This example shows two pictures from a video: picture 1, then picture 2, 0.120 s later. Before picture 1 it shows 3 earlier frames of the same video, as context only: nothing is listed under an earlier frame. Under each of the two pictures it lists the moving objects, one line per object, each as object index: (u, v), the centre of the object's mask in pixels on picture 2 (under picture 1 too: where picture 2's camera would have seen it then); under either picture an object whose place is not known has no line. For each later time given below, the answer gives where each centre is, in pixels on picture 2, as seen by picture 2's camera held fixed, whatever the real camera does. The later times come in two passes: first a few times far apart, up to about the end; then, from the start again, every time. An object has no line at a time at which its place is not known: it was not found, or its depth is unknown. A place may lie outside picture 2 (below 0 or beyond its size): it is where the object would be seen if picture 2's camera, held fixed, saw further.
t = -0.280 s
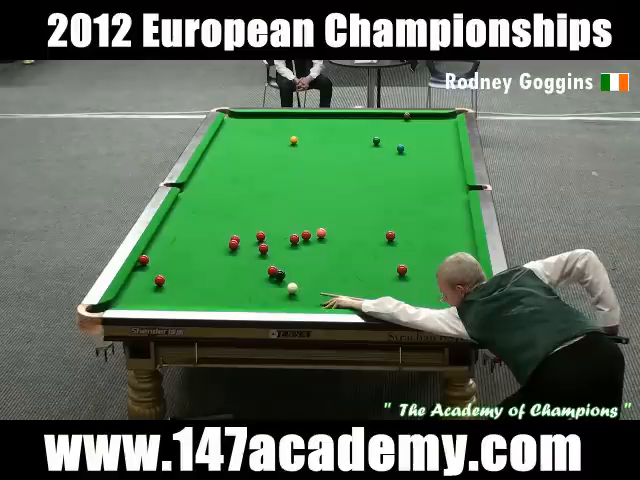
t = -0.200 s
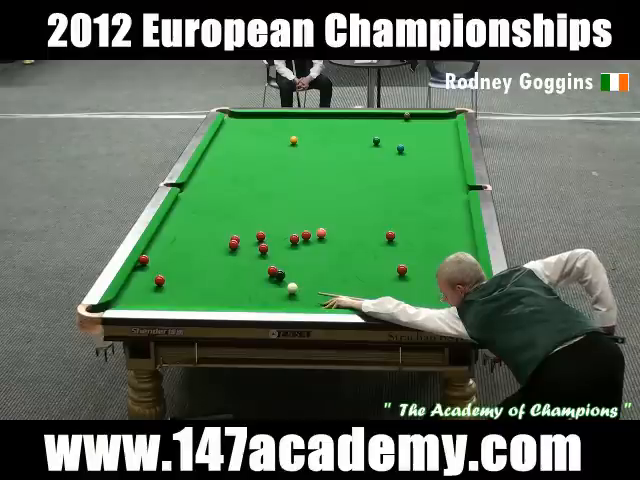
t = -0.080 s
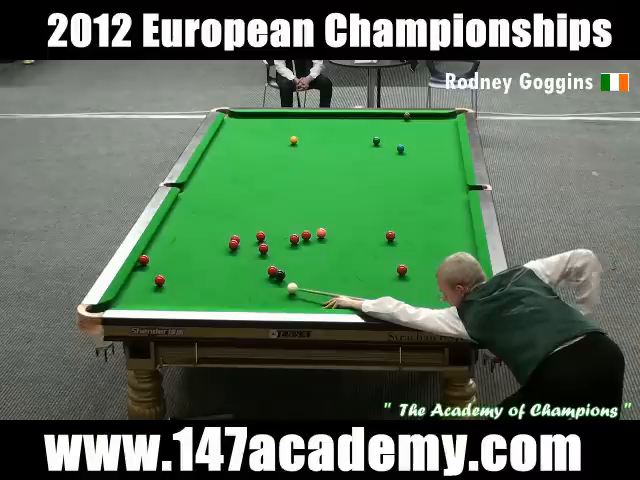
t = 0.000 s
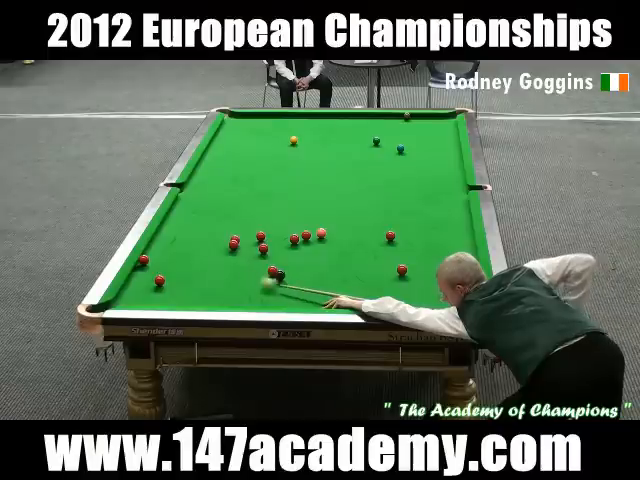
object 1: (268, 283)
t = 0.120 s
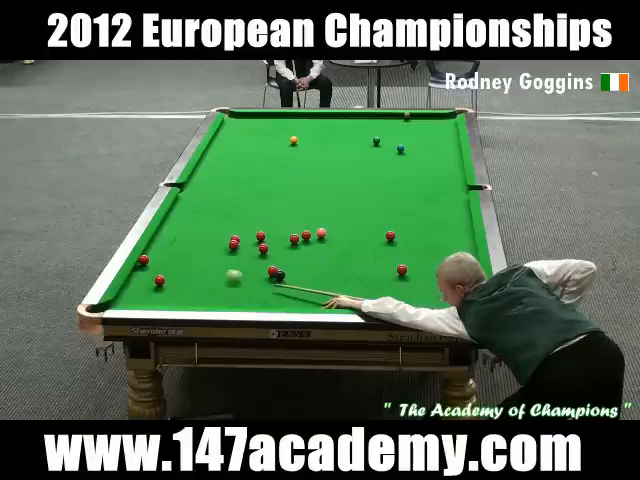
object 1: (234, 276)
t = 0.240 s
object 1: (205, 269)
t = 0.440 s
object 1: (162, 260)
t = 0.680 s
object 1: (165, 247)
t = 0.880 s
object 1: (188, 238)
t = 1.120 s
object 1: (214, 229)
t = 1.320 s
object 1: (233, 221)
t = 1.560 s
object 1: (256, 213)
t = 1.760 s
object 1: (273, 205)
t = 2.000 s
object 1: (292, 198)
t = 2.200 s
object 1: (308, 192)
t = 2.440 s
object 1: (325, 185)
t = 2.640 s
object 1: (339, 180)
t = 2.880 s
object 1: (354, 174)
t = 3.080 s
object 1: (366, 170)
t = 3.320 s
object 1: (379, 164)
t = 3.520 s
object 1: (390, 161)
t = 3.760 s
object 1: (402, 156)
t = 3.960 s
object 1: (410, 153)
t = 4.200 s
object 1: (422, 149)
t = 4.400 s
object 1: (430, 146)
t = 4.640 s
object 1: (439, 143)
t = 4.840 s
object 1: (447, 140)
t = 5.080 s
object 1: (455, 137)
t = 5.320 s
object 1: (451, 135)
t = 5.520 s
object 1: (447, 133)
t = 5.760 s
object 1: (443, 132)
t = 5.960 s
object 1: (439, 131)
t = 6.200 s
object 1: (436, 130)
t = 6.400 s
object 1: (434, 129)
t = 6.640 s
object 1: (431, 128)
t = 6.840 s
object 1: (429, 127)
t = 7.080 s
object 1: (427, 126)
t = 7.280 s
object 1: (425, 126)
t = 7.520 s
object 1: (424, 126)
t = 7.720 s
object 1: (423, 125)
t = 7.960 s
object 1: (423, 125)
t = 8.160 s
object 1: (423, 125)
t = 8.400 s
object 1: (423, 125)
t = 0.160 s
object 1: (224, 273)
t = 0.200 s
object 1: (214, 271)
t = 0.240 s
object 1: (205, 269)
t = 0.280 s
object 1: (197, 266)
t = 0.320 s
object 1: (188, 265)
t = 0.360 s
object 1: (179, 263)
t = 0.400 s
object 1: (171, 261)
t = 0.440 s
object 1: (162, 260)
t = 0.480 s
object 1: (155, 258)
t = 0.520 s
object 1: (149, 253)
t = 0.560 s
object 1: (149, 252)
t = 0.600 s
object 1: (155, 250)
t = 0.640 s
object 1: (161, 249)
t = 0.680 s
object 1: (165, 247)
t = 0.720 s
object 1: (170, 245)
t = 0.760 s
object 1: (175, 244)
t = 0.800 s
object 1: (179, 242)
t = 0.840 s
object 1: (184, 240)
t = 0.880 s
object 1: (188, 238)
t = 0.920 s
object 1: (193, 237)
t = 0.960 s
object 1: (197, 235)
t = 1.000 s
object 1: (201, 233)
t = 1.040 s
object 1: (205, 232)
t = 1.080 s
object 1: (209, 230)
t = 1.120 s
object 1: (214, 229)
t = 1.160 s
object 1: (218, 227)
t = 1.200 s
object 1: (222, 226)
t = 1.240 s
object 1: (226, 224)
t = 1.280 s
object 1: (230, 223)
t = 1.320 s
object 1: (233, 221)
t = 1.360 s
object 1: (237, 219)
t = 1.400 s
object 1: (241, 218)
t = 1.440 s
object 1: (245, 217)
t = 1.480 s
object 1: (248, 215)
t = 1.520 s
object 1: (252, 214)
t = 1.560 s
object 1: (256, 213)
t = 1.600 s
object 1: (259, 211)
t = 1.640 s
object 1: (263, 210)
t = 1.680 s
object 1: (266, 208)
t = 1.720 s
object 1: (269, 207)
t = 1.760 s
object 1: (273, 205)
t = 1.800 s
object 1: (276, 204)
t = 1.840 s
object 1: (280, 203)
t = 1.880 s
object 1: (283, 202)
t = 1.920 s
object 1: (286, 200)
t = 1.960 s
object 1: (289, 199)
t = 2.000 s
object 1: (292, 198)
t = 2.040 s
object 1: (295, 197)
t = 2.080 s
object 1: (299, 195)
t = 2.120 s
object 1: (302, 194)
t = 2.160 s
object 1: (305, 193)
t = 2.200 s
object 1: (308, 192)
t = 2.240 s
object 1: (311, 191)
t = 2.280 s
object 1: (314, 190)
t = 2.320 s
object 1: (317, 188)
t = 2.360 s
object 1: (320, 187)
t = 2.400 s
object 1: (322, 186)
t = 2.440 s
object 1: (325, 185)
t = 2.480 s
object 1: (328, 184)
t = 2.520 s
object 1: (331, 183)
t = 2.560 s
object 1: (334, 182)
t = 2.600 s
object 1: (336, 181)
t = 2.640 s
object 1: (339, 180)
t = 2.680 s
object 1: (341, 179)
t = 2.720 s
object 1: (344, 178)
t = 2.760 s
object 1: (347, 177)
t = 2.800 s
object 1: (349, 176)
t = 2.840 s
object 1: (352, 175)
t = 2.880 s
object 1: (354, 174)
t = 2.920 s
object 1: (357, 173)
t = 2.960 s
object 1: (359, 172)
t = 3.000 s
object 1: (361, 172)
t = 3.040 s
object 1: (363, 171)
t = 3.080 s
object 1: (366, 170)
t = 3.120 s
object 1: (369, 169)
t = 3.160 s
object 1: (371, 168)
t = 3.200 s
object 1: (373, 167)
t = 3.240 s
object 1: (375, 166)
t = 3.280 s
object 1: (377, 165)
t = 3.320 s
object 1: (379, 164)
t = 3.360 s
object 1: (382, 164)
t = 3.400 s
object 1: (384, 163)
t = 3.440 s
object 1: (386, 163)
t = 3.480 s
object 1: (388, 162)
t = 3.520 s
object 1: (390, 161)
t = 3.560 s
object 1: (392, 160)
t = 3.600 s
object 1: (394, 159)
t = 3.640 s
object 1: (396, 158)
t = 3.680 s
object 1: (398, 158)
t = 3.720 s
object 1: (400, 157)
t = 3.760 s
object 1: (402, 156)
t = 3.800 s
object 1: (404, 156)
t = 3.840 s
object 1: (406, 155)
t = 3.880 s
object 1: (407, 154)
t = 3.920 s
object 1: (409, 154)
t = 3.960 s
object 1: (410, 153)
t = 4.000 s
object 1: (413, 152)
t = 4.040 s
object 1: (415, 152)
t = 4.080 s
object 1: (417, 151)
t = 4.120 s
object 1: (418, 150)
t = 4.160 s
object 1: (420, 150)
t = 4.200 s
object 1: (422, 149)
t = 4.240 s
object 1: (424, 148)
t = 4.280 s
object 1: (425, 148)
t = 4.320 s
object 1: (427, 147)
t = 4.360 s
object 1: (428, 147)
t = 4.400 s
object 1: (430, 146)
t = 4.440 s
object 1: (432, 146)
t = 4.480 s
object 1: (433, 145)
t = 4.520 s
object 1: (435, 144)
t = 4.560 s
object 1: (437, 144)
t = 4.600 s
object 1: (438, 143)
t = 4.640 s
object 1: (439, 143)
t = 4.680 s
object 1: (441, 142)
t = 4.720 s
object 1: (443, 141)
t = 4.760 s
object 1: (444, 141)
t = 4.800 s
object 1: (445, 140)
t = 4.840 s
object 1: (447, 140)
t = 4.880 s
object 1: (448, 140)
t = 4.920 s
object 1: (449, 139)
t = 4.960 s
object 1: (451, 139)
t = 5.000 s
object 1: (452, 138)
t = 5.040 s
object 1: (454, 138)
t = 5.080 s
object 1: (455, 137)
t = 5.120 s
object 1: (455, 137)
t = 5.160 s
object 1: (454, 136)
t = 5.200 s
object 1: (453, 136)
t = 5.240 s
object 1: (452, 136)
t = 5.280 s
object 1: (452, 135)
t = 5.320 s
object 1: (451, 135)
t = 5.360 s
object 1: (450, 135)
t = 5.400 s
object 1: (449, 134)
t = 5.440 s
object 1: (448, 134)
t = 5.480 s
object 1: (448, 134)
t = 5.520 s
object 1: (447, 133)
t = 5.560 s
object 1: (446, 133)
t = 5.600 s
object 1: (445, 133)
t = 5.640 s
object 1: (445, 133)
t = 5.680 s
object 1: (444, 132)
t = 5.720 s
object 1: (443, 132)
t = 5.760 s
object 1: (443, 132)
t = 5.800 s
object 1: (442, 132)
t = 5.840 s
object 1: (441, 132)
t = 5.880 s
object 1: (441, 131)
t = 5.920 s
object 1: (440, 131)
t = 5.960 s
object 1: (439, 131)
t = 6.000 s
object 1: (439, 131)
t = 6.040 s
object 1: (438, 130)
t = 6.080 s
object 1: (438, 130)
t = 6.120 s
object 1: (437, 130)
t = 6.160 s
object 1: (436, 129)
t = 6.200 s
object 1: (436, 130)
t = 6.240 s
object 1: (435, 130)
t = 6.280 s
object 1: (435, 129)
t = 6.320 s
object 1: (434, 129)
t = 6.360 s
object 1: (434, 129)
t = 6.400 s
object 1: (434, 129)
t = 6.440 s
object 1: (433, 128)
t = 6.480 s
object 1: (433, 128)
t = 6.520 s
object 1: (432, 128)
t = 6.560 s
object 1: (432, 128)
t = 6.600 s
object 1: (431, 128)
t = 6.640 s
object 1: (431, 128)
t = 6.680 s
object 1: (431, 128)
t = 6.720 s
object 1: (430, 128)
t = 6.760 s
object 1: (430, 127)
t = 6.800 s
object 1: (429, 127)
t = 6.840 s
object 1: (429, 127)
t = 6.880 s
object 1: (429, 127)
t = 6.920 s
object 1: (428, 127)
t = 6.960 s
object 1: (428, 127)
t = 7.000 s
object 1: (427, 127)
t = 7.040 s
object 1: (427, 126)
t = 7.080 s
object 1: (427, 126)
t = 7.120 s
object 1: (427, 126)
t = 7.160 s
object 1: (426, 126)
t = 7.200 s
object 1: (426, 126)
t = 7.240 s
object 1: (426, 126)
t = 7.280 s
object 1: (425, 126)
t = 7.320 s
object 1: (425, 126)
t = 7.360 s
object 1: (425, 126)
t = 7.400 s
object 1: (424, 126)
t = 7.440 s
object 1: (424, 126)
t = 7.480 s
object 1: (424, 126)
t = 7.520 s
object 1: (424, 126)
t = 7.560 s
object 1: (423, 126)
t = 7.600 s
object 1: (423, 125)
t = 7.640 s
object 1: (423, 125)
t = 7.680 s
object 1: (423, 125)
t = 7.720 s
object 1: (423, 125)
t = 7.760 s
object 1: (423, 125)
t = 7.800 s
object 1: (423, 125)
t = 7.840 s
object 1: (423, 125)
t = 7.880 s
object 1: (423, 125)
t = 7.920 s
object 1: (423, 125)
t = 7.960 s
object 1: (423, 125)
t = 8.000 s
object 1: (423, 125)
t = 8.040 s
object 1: (423, 125)
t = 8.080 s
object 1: (423, 125)
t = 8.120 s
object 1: (423, 125)
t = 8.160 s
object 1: (423, 125)
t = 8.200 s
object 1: (423, 125)
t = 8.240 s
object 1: (423, 125)
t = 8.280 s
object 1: (423, 125)
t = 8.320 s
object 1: (423, 125)
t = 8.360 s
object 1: (423, 125)
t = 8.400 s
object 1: (423, 125)
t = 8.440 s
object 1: (423, 125)
